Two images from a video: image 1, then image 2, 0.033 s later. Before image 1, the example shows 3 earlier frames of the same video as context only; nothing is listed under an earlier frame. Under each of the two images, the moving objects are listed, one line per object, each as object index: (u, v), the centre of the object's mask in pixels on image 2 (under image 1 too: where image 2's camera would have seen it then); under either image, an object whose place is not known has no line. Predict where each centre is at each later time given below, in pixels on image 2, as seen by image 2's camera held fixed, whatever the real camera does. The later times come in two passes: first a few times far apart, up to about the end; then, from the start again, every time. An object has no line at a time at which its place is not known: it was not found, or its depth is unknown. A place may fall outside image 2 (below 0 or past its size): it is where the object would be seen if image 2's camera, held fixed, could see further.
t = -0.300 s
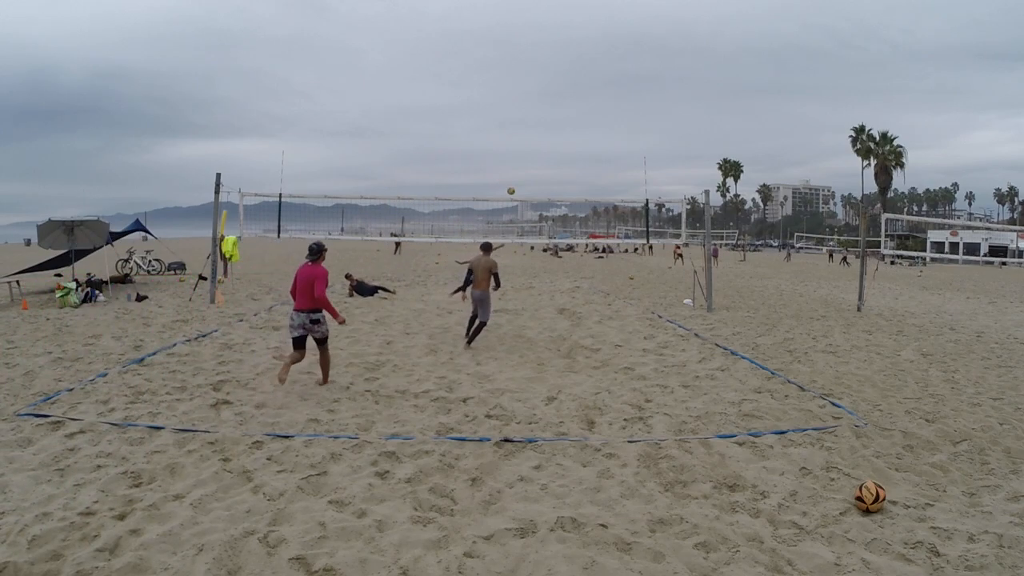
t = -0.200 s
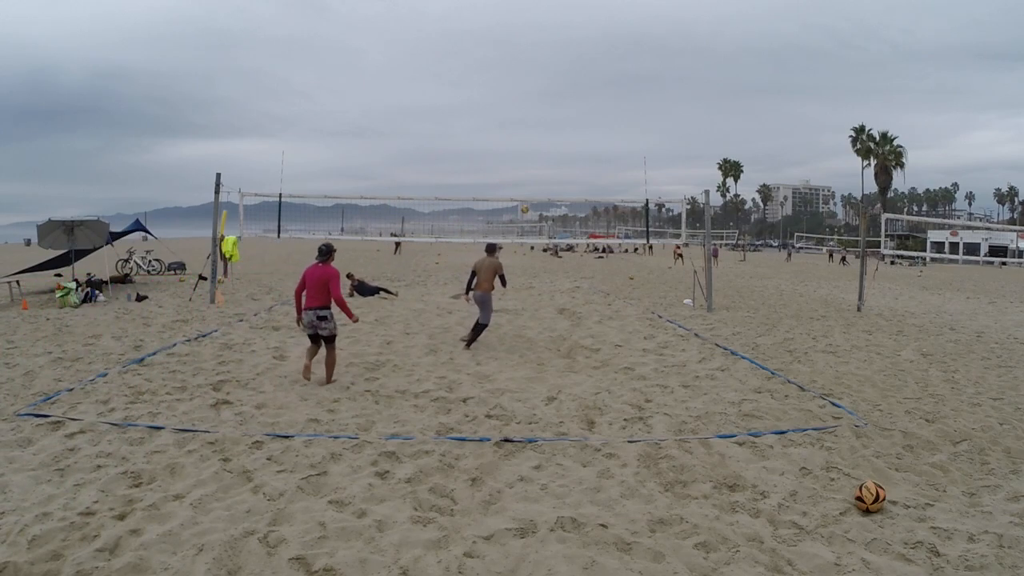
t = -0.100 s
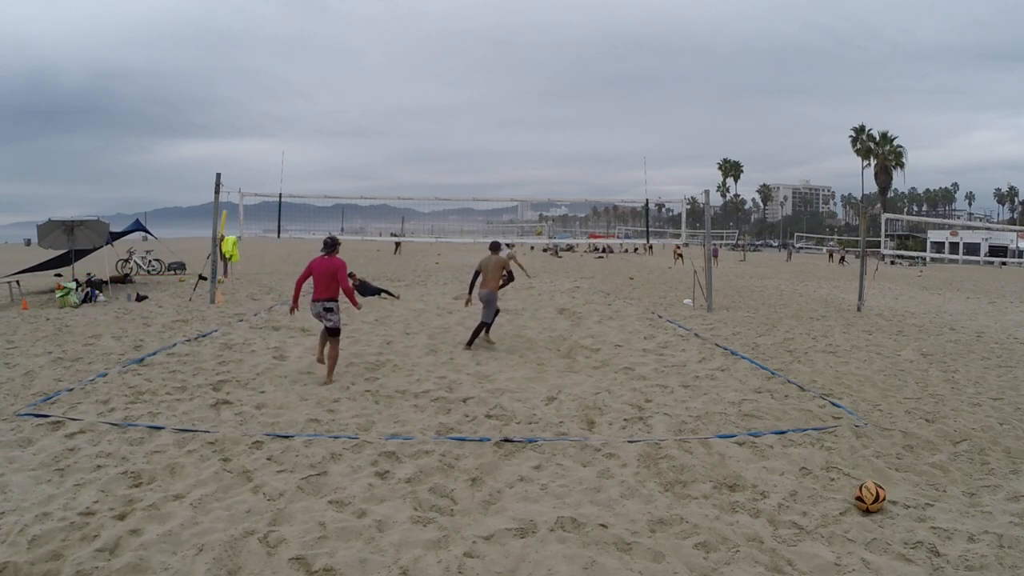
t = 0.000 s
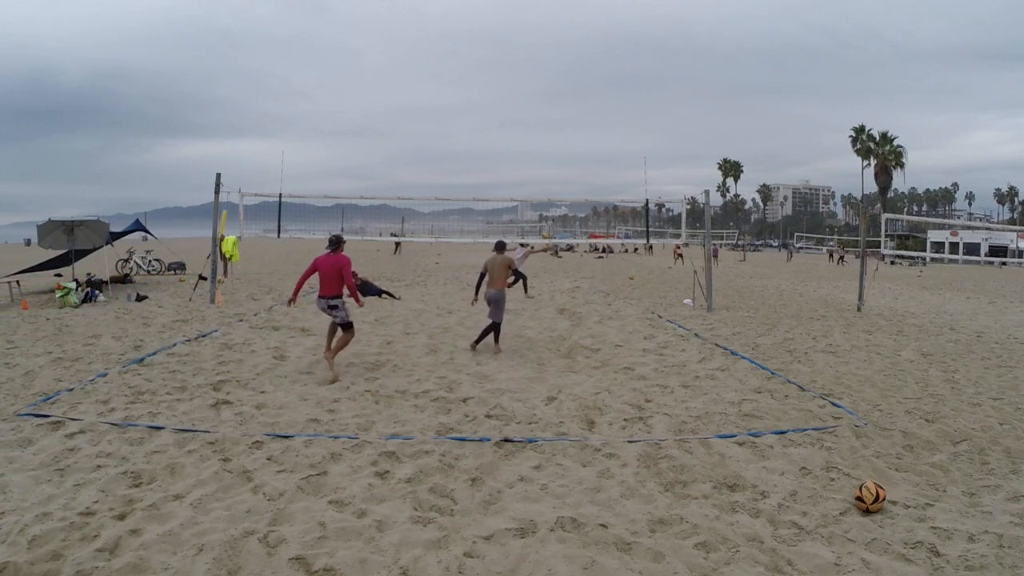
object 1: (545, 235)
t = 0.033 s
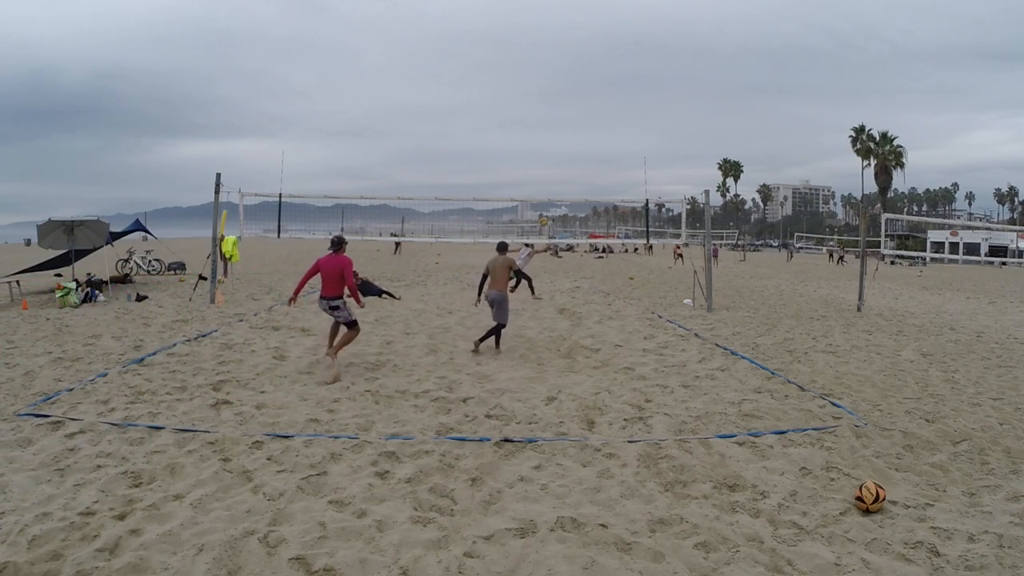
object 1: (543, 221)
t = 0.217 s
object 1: (528, 152)
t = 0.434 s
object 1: (507, 87)
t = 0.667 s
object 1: (482, 39)
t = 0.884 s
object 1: (457, 14)
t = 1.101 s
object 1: (430, 8)
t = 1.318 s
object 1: (402, 23)
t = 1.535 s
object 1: (372, 61)
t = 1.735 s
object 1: (345, 119)
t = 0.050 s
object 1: (542, 215)
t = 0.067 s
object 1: (540, 208)
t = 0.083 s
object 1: (539, 204)
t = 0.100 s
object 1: (538, 195)
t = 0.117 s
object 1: (537, 189)
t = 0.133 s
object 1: (535, 182)
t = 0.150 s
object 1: (534, 176)
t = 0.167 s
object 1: (533, 170)
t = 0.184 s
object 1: (531, 164)
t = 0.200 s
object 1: (530, 158)
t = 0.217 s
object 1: (528, 152)
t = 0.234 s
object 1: (527, 147)
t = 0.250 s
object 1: (525, 141)
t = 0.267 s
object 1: (524, 136)
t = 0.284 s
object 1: (522, 130)
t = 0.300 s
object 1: (520, 125)
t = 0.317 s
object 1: (519, 120)
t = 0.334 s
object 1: (517, 115)
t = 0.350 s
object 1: (516, 110)
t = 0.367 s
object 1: (514, 106)
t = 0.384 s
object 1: (512, 101)
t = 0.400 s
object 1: (511, 96)
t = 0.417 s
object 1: (509, 92)
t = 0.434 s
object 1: (507, 87)
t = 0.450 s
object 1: (505, 83)
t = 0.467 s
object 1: (504, 79)
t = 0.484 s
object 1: (502, 75)
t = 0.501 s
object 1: (500, 71)
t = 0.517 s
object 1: (499, 68)
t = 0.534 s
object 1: (497, 64)
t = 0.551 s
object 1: (495, 61)
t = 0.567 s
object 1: (493, 57)
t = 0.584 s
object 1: (491, 54)
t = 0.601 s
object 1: (490, 51)
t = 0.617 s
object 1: (488, 48)
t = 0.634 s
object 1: (486, 45)
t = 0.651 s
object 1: (484, 42)
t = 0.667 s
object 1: (482, 39)
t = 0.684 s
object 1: (480, 37)
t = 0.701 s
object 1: (478, 34)
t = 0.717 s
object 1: (476, 32)
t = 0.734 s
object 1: (475, 30)
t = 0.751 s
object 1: (473, 27)
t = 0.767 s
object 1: (471, 25)
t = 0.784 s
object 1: (469, 23)
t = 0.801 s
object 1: (467, 21)
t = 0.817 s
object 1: (465, 20)
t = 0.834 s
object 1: (463, 18)
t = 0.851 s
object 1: (461, 17)
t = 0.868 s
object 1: (459, 15)
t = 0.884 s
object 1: (457, 14)
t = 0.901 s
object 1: (455, 13)
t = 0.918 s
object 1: (453, 12)
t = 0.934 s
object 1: (451, 11)
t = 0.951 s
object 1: (449, 10)
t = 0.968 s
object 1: (447, 9)
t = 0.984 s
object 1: (445, 9)
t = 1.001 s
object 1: (442, 8)
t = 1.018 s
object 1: (441, 8)
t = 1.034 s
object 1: (438, 8)
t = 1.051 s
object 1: (436, 8)
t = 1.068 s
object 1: (434, 8)
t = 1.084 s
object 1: (432, 8)
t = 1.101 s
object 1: (430, 8)
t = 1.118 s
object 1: (428, 8)
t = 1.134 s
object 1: (426, 9)
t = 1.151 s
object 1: (424, 10)
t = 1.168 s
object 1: (421, 10)
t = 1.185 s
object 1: (419, 11)
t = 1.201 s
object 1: (417, 12)
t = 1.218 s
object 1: (415, 13)
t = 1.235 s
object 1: (413, 15)
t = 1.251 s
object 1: (410, 16)
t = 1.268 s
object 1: (408, 17)
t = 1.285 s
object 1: (406, 19)
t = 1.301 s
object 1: (404, 21)
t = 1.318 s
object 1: (402, 23)
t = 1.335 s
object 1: (399, 25)
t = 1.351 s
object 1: (397, 27)
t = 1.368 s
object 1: (395, 29)
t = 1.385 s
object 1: (393, 32)
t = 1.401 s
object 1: (390, 34)
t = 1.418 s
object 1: (388, 37)
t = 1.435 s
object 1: (386, 40)
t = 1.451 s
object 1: (383, 43)
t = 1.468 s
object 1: (381, 46)
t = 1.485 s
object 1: (379, 50)
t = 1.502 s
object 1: (377, 53)
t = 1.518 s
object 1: (375, 57)
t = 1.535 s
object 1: (372, 61)
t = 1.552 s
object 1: (370, 64)
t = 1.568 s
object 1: (368, 69)
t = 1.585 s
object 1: (365, 73)
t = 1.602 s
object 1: (363, 77)
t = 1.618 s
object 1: (361, 82)
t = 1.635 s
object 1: (359, 87)
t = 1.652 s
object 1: (356, 92)
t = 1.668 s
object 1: (354, 97)
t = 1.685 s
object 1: (352, 102)
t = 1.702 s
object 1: (350, 108)
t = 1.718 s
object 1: (347, 113)
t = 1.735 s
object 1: (345, 119)
